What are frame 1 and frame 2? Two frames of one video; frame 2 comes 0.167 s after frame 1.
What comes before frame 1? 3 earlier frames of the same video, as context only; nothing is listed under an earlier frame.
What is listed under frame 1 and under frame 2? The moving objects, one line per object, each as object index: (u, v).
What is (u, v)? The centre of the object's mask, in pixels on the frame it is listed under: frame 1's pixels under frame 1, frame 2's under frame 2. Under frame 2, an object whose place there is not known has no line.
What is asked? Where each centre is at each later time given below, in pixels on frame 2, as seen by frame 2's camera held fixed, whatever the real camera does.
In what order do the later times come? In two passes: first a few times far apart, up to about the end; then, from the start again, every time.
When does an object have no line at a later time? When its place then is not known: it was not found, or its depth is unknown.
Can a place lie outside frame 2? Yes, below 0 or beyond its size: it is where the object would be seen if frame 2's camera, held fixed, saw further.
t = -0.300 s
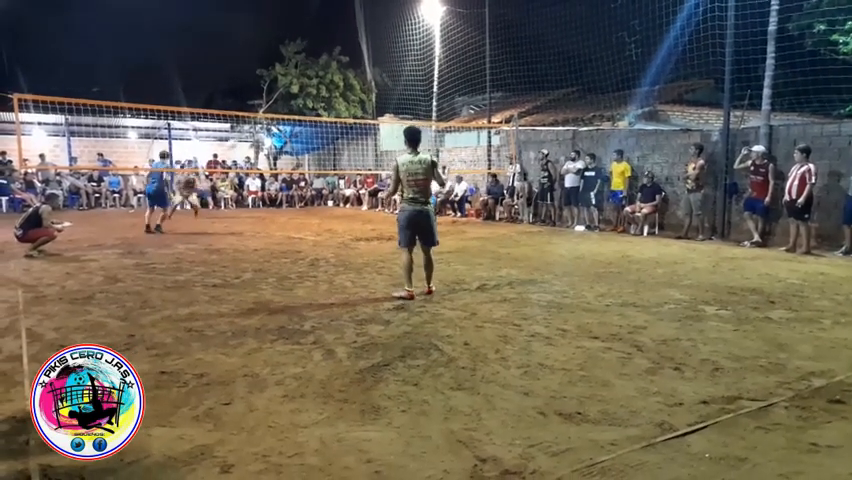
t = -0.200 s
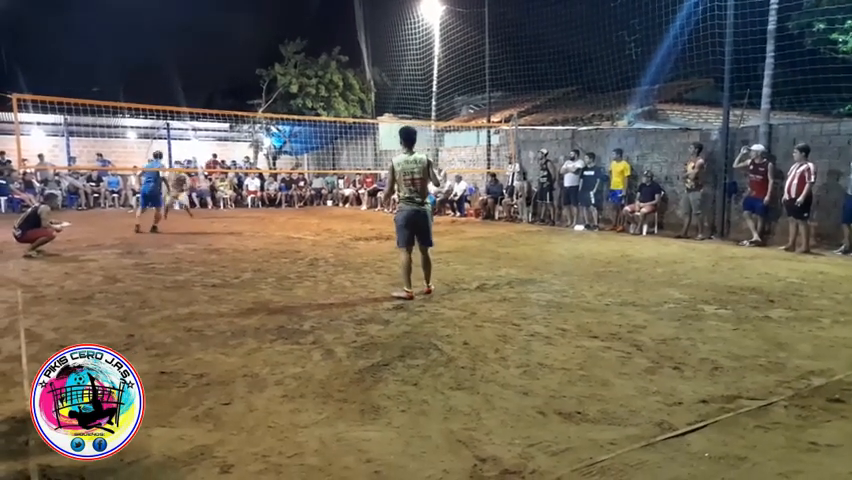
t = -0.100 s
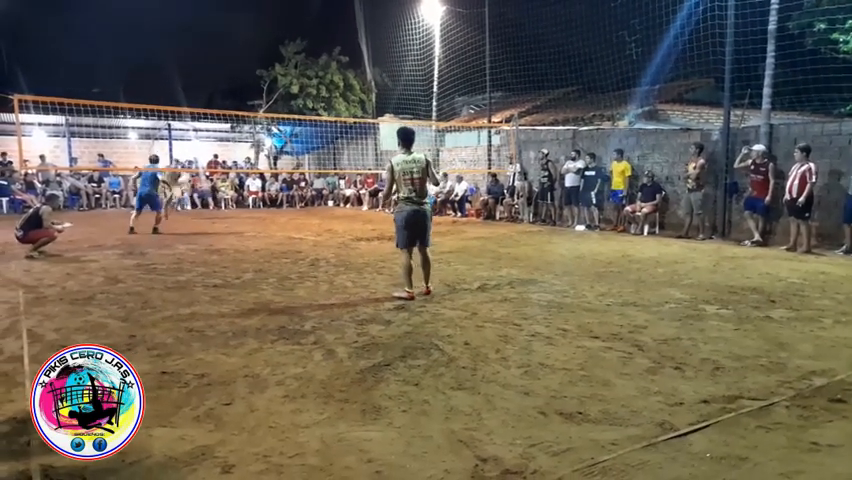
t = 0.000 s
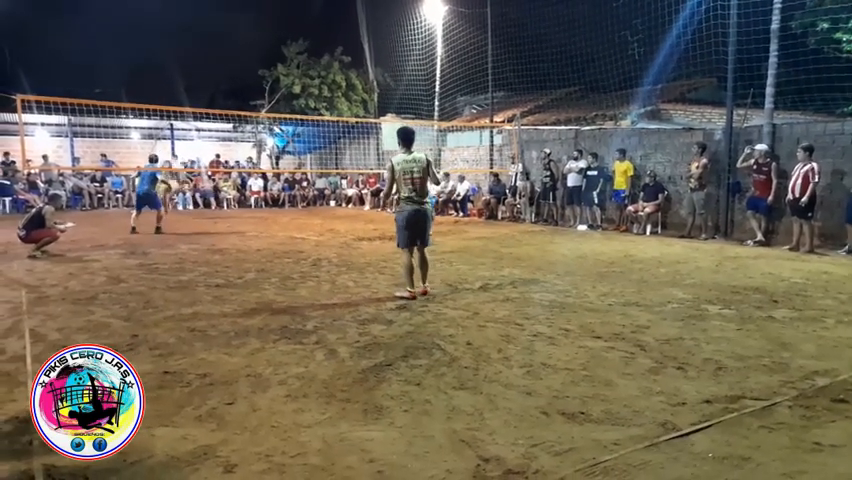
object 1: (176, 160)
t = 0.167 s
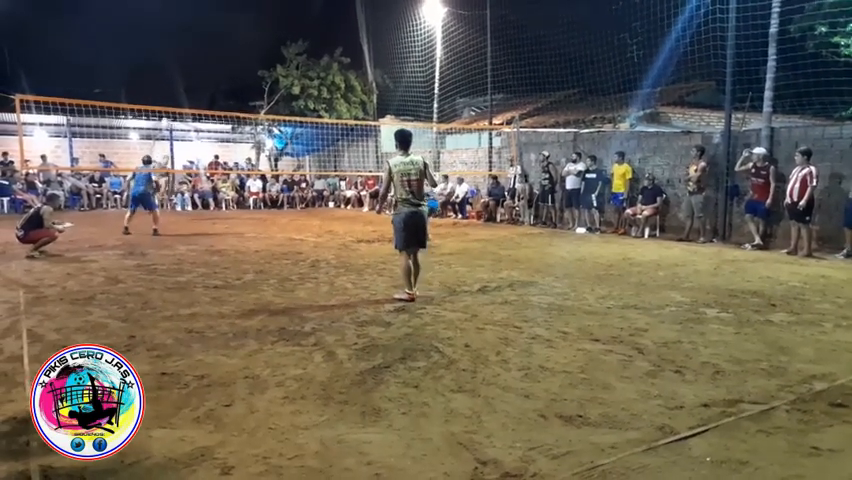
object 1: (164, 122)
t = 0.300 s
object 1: (159, 95)
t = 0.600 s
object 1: (143, 53)
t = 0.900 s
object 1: (129, 47)
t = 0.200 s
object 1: (164, 116)
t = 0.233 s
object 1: (162, 109)
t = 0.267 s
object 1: (161, 101)
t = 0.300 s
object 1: (159, 95)
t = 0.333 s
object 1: (157, 89)
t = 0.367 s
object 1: (155, 83)
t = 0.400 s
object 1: (154, 78)
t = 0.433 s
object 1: (152, 72)
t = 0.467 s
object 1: (150, 68)
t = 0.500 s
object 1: (149, 64)
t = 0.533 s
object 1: (147, 59)
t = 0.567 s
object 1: (145, 56)
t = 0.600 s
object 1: (143, 53)
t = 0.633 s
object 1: (142, 50)
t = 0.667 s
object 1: (140, 48)
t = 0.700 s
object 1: (139, 46)
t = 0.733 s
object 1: (137, 46)
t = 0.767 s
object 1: (135, 45)
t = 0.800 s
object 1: (134, 44)
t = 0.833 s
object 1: (132, 45)
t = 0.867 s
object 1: (130, 45)
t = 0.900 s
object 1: (129, 47)
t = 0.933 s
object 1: (127, 48)
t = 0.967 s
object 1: (126, 51)
